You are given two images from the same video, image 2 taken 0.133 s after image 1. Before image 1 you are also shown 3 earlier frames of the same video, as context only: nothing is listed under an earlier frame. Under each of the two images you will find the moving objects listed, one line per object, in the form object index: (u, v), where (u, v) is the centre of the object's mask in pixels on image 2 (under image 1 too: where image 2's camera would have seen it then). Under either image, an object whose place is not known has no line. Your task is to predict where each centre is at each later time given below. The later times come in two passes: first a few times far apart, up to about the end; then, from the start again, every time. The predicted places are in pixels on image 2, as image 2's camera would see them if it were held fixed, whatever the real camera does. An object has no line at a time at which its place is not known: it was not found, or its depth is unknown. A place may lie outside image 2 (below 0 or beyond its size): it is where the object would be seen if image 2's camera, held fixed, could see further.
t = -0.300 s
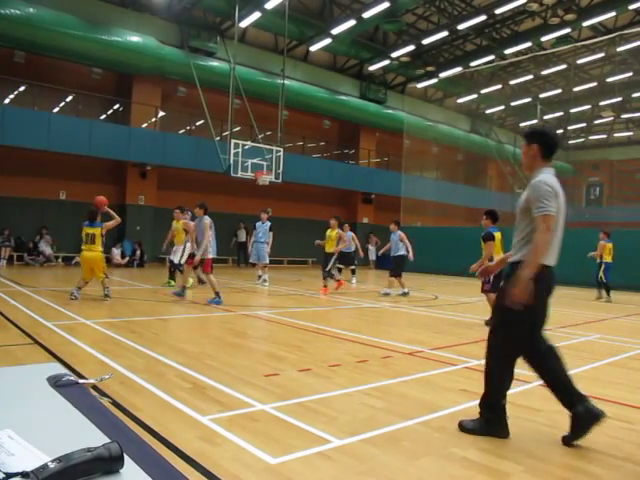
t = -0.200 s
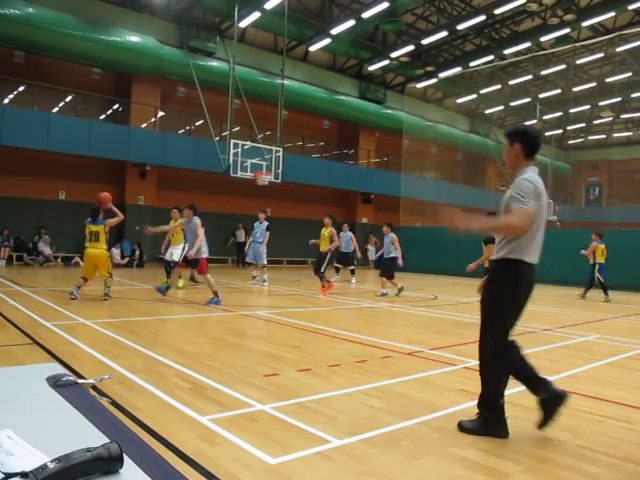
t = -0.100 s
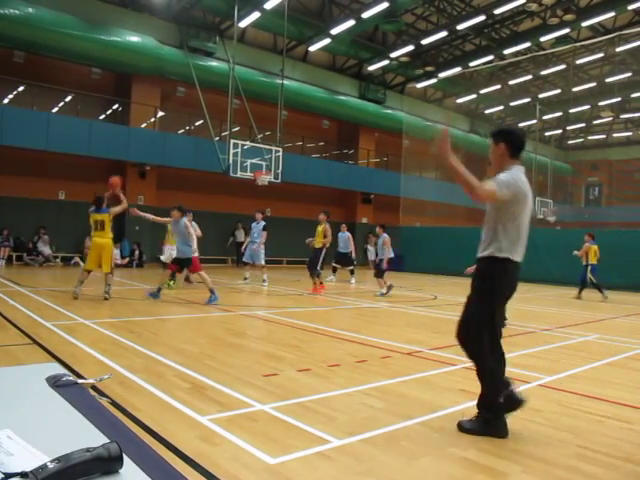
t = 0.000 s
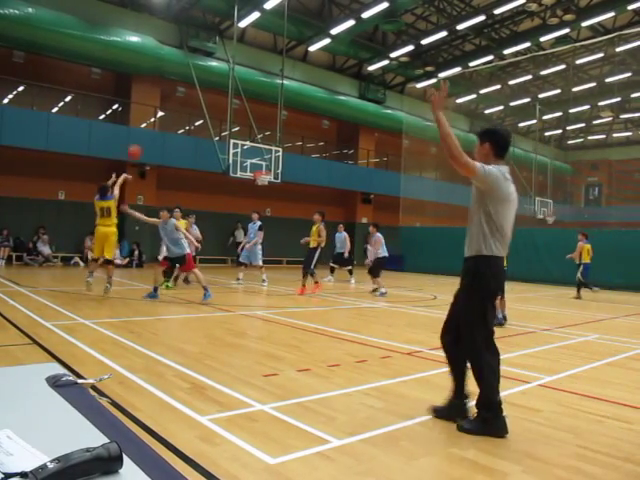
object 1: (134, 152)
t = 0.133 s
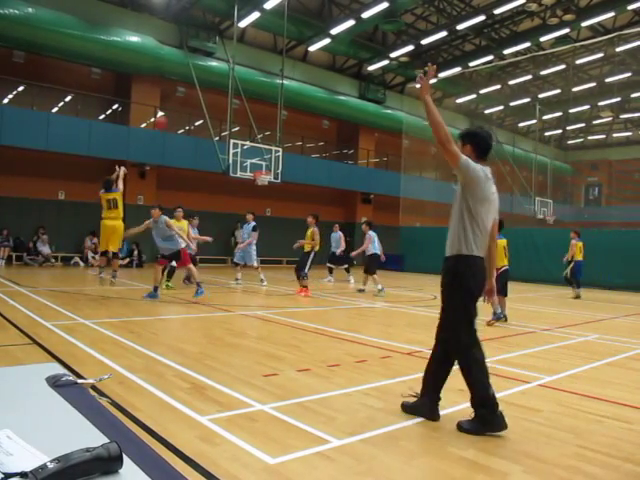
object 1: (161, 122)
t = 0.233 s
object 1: (177, 107)
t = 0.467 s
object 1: (209, 97)
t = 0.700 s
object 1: (234, 109)
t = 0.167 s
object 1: (166, 117)
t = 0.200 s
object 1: (171, 112)
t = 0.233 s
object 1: (177, 107)
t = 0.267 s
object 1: (182, 105)
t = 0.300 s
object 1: (187, 102)
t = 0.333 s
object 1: (191, 101)
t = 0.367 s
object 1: (195, 99)
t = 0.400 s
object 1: (201, 98)
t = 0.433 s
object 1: (205, 98)
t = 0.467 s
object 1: (209, 97)
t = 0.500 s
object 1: (212, 98)
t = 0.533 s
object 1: (216, 99)
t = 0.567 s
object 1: (219, 100)
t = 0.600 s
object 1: (224, 102)
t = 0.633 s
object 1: (227, 103)
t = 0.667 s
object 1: (231, 106)
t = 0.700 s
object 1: (234, 109)
